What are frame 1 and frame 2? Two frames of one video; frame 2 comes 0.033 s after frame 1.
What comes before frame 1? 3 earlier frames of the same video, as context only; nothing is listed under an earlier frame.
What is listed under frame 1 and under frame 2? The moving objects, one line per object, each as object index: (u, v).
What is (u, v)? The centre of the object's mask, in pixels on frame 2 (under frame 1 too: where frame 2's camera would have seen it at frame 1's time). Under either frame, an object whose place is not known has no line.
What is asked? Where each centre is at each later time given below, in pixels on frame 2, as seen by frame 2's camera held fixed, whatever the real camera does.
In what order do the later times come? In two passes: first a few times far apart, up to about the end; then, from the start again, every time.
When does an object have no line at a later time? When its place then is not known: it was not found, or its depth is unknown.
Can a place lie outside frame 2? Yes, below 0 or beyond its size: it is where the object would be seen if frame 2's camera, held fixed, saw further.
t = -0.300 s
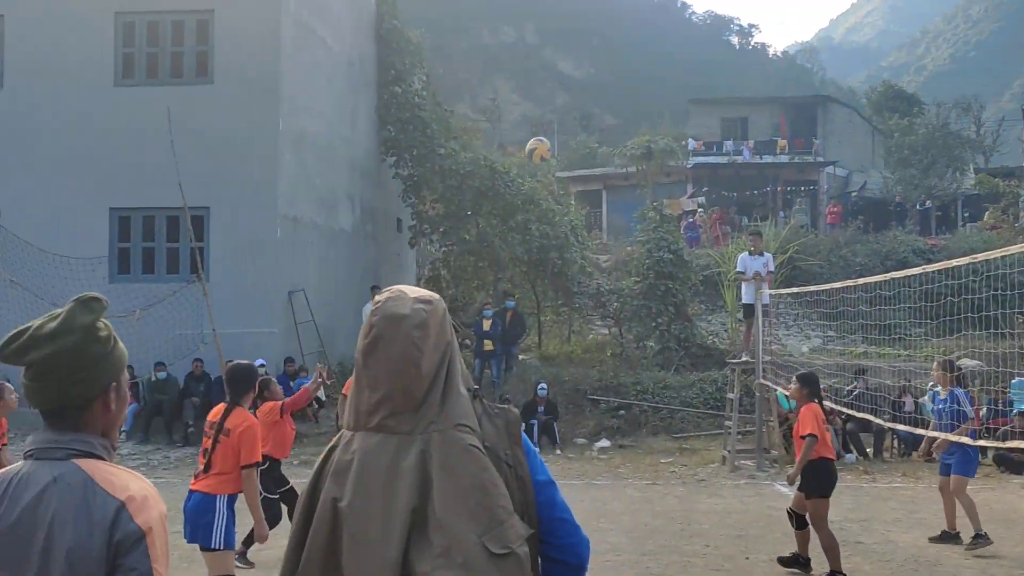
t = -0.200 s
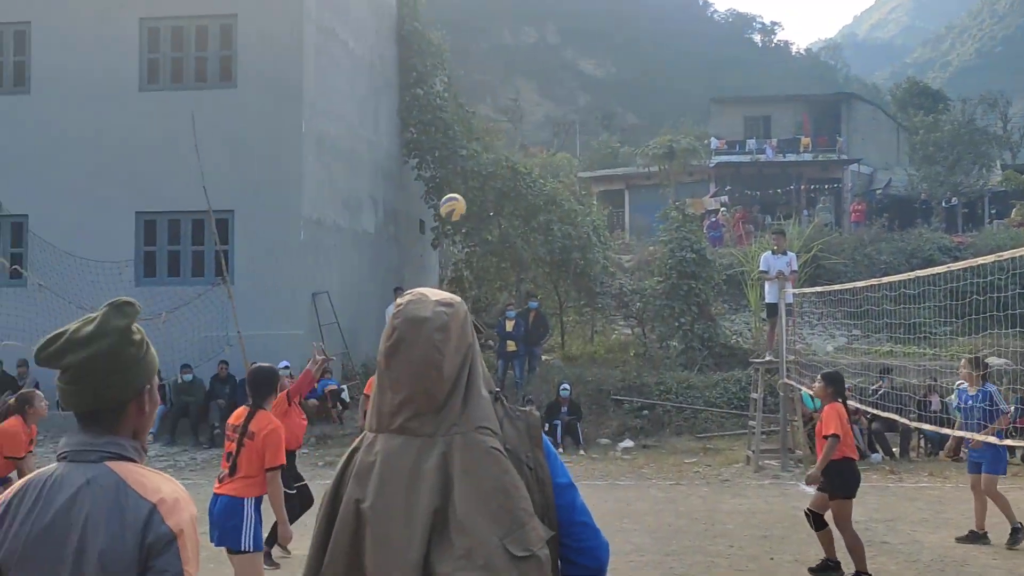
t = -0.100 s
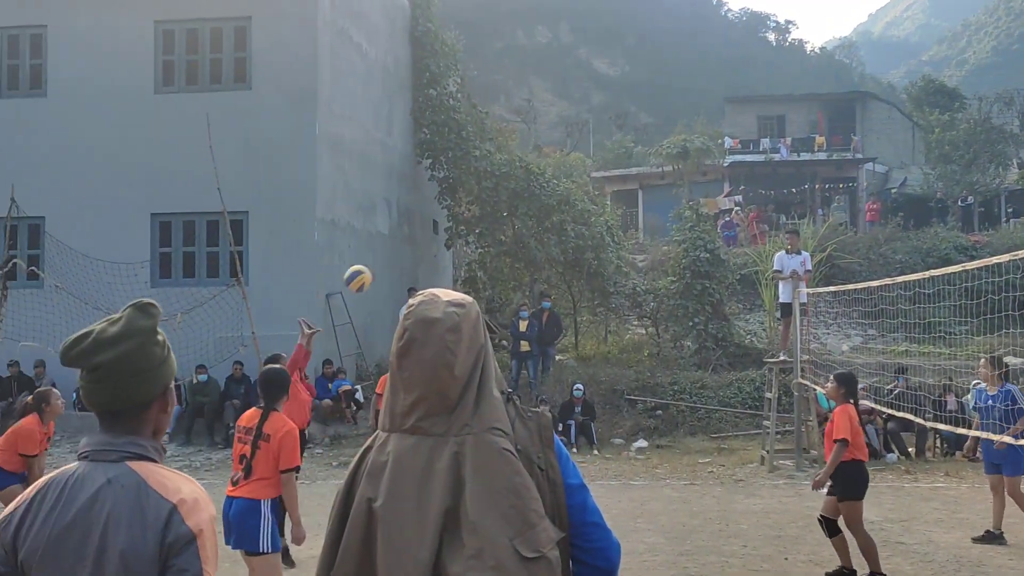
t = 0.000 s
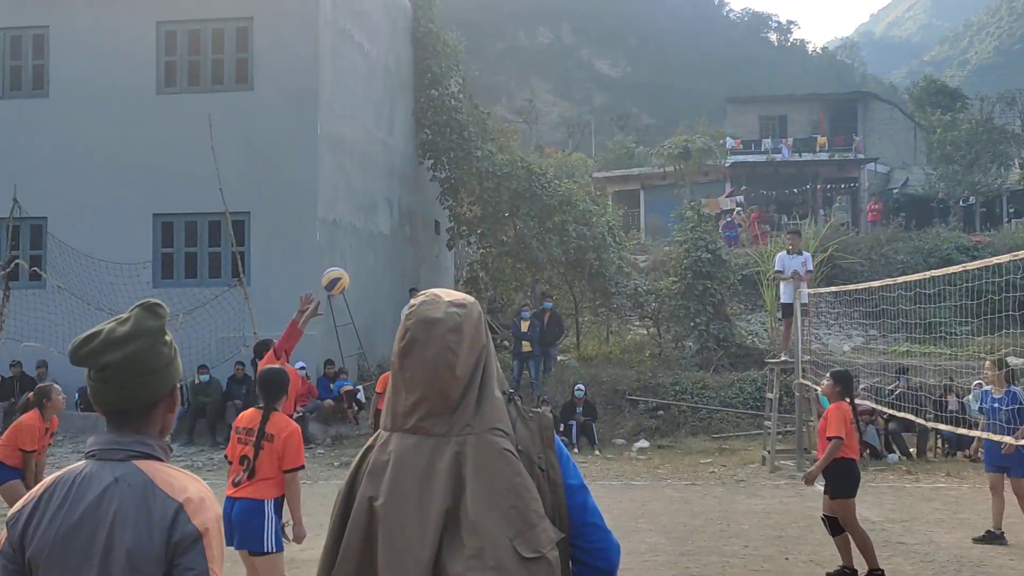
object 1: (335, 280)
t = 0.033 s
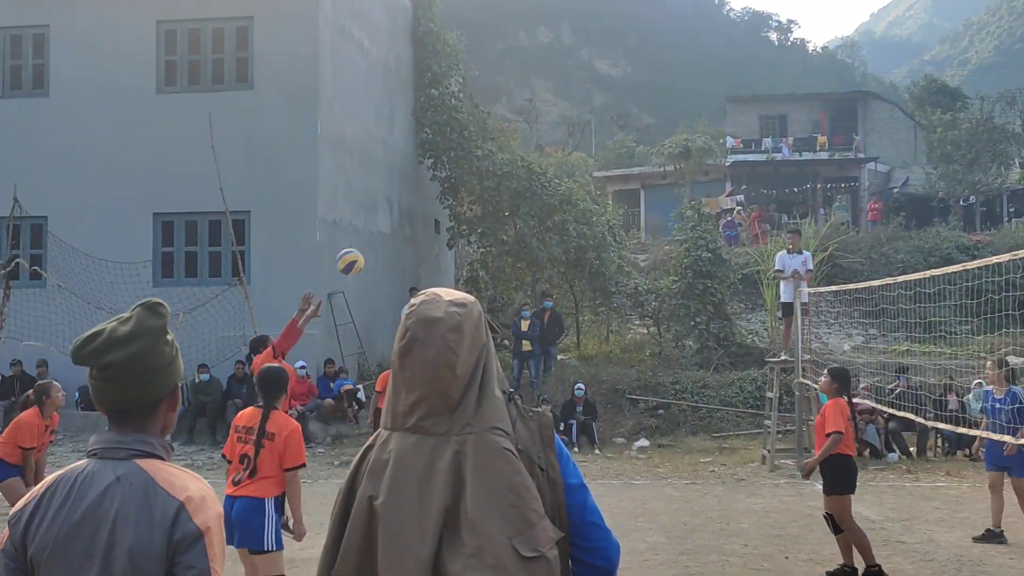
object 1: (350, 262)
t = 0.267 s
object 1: (453, 176)
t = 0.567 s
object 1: (577, 166)
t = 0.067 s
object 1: (365, 245)
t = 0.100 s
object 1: (380, 230)
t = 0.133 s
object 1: (395, 216)
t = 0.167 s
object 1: (409, 204)
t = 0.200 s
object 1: (424, 193)
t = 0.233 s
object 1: (439, 183)
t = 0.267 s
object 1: (453, 176)
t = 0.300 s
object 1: (467, 169)
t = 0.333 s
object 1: (481, 163)
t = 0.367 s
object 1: (496, 160)
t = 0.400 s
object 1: (509, 158)
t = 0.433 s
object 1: (524, 156)
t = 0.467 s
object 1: (538, 156)
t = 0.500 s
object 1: (551, 159)
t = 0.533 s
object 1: (564, 162)
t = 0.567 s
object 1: (577, 166)
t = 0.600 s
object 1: (590, 173)
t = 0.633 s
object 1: (603, 180)
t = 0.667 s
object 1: (615, 188)
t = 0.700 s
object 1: (628, 196)
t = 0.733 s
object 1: (640, 209)
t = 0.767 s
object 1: (652, 222)
